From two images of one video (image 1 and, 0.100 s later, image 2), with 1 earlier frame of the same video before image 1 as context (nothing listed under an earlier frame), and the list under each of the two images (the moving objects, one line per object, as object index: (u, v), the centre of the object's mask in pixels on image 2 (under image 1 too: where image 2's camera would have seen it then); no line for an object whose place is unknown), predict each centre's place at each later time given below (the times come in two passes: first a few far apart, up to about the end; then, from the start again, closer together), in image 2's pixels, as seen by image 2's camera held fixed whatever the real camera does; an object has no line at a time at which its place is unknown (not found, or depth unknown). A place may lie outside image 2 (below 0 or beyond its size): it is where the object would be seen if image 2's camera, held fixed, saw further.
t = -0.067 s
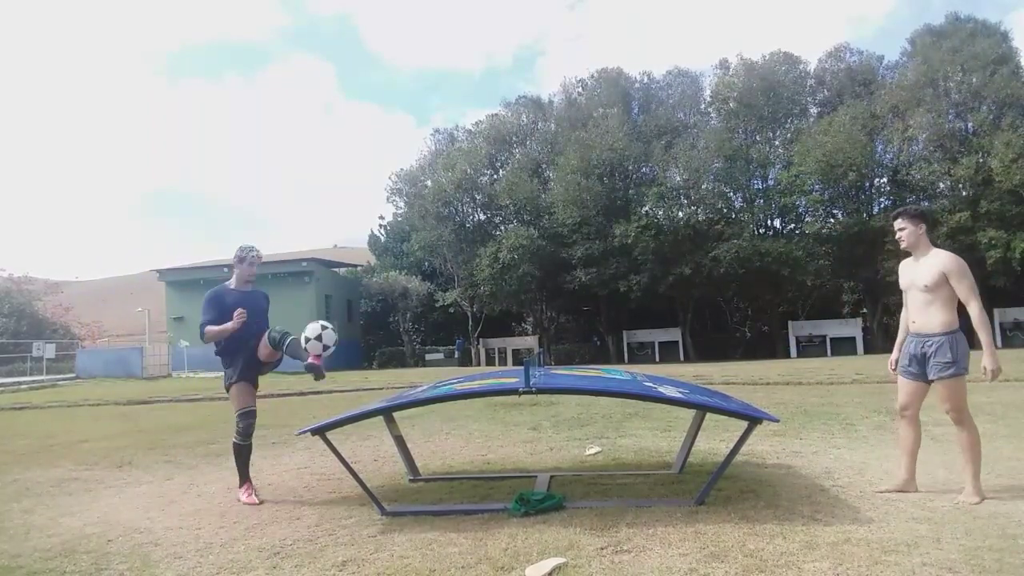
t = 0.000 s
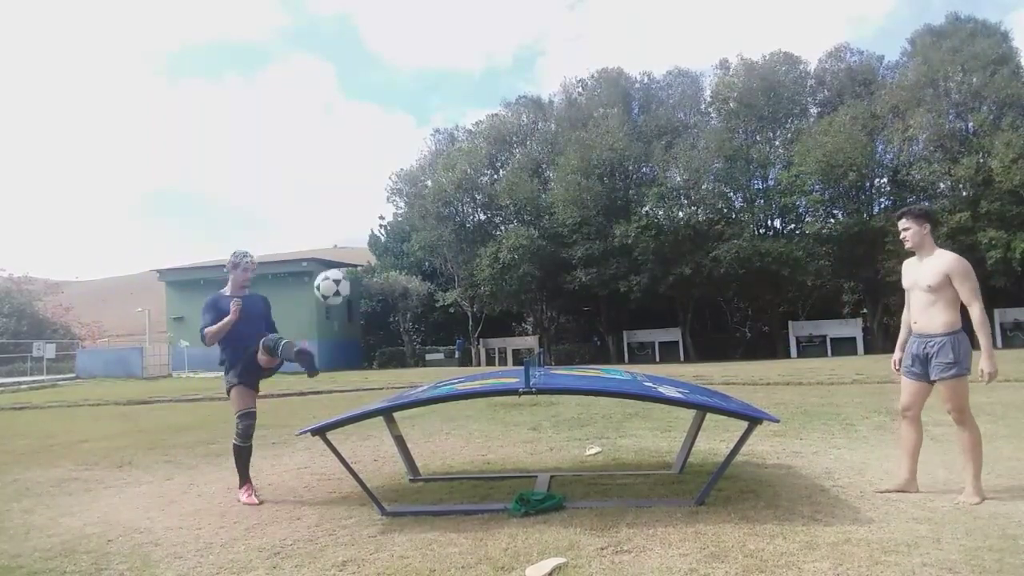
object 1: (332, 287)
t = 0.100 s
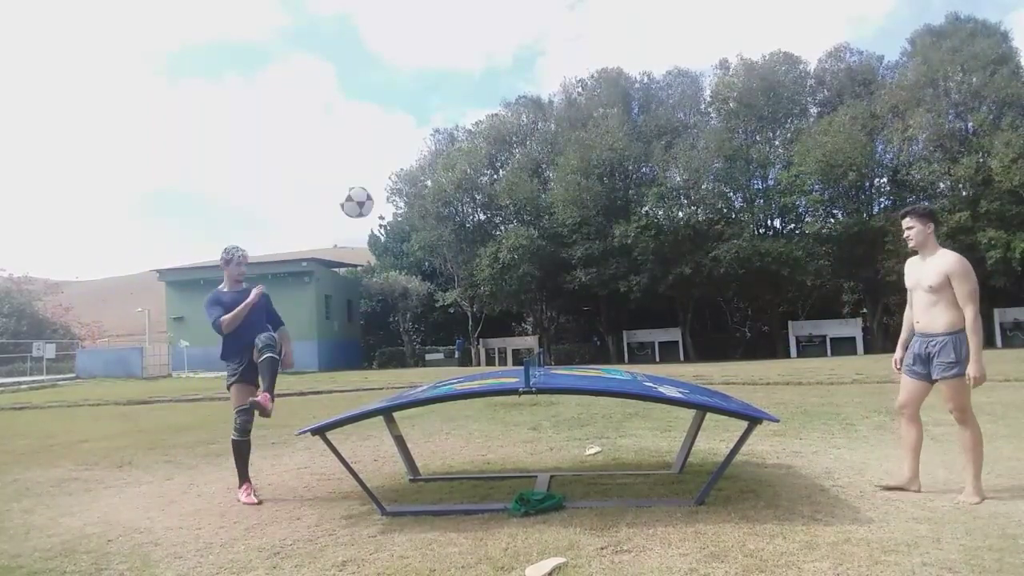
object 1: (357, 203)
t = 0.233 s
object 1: (390, 112)
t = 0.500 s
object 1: (457, 12)
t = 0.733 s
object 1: (523, 9)
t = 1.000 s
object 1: (605, 99)
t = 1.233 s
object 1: (687, 287)
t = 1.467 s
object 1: (790, 307)
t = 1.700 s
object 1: (903, 247)
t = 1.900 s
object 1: (1002, 265)
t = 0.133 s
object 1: (366, 178)
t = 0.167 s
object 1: (374, 155)
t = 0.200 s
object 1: (381, 133)
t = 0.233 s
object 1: (390, 112)
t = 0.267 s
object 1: (398, 94)
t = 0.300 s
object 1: (406, 78)
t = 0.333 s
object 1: (415, 63)
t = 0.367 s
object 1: (423, 49)
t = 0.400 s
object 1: (432, 37)
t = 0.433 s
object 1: (440, 26)
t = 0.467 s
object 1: (448, 17)
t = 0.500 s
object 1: (457, 12)
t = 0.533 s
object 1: (466, 9)
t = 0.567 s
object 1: (475, 7)
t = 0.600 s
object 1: (484, 6)
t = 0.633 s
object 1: (493, 6)
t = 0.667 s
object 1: (503, 6)
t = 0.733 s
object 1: (523, 9)
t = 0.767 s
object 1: (533, 12)
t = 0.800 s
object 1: (543, 17)
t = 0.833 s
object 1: (553, 27)
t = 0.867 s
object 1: (562, 37)
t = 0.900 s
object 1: (572, 50)
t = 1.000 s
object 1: (605, 99)
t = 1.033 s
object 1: (615, 121)
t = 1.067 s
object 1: (627, 142)
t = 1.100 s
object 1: (638, 168)
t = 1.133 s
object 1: (650, 194)
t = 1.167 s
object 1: (662, 223)
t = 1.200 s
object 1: (675, 254)
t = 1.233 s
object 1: (687, 287)
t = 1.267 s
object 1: (700, 323)
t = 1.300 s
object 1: (712, 360)
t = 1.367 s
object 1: (742, 359)
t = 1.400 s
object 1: (759, 341)
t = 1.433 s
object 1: (774, 323)
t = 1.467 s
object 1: (790, 307)
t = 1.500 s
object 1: (806, 294)
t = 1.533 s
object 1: (822, 281)
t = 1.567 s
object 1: (838, 271)
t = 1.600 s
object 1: (854, 262)
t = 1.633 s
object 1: (870, 255)
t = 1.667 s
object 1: (887, 251)
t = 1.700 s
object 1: (903, 247)
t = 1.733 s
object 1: (919, 246)
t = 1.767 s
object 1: (935, 247)
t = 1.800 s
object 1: (951, 249)
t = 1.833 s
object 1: (968, 252)
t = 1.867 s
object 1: (985, 258)
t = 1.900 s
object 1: (1002, 265)
